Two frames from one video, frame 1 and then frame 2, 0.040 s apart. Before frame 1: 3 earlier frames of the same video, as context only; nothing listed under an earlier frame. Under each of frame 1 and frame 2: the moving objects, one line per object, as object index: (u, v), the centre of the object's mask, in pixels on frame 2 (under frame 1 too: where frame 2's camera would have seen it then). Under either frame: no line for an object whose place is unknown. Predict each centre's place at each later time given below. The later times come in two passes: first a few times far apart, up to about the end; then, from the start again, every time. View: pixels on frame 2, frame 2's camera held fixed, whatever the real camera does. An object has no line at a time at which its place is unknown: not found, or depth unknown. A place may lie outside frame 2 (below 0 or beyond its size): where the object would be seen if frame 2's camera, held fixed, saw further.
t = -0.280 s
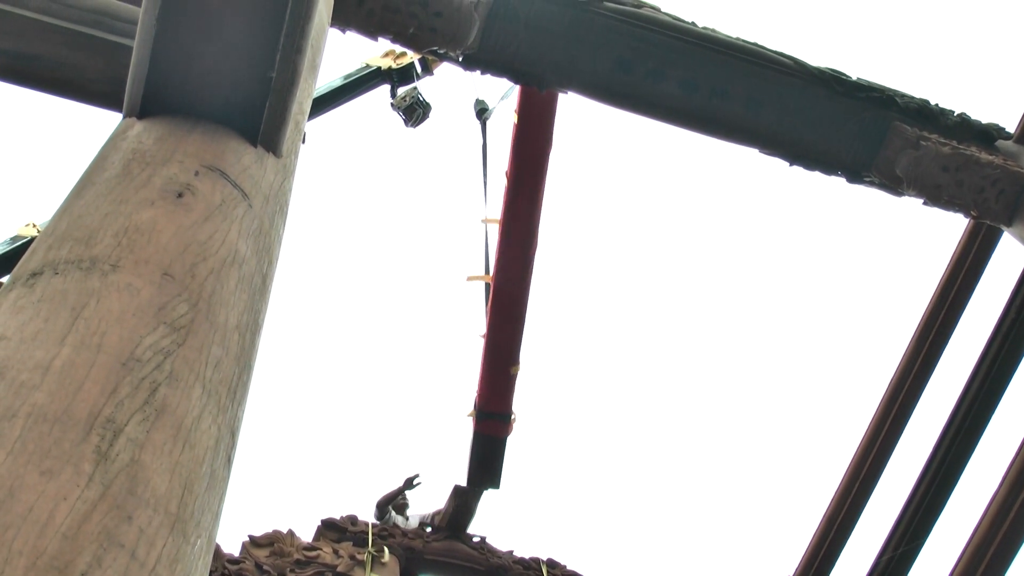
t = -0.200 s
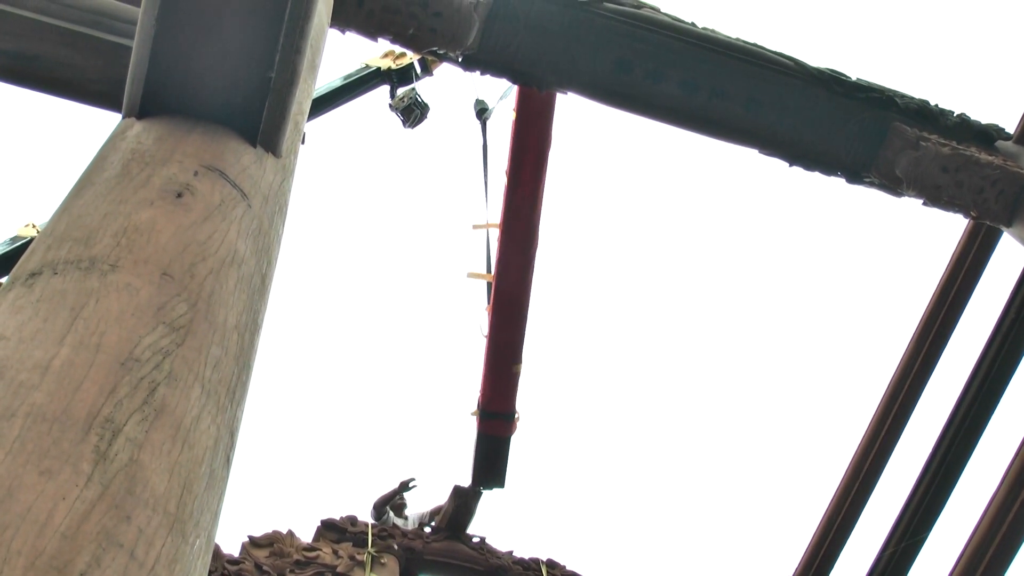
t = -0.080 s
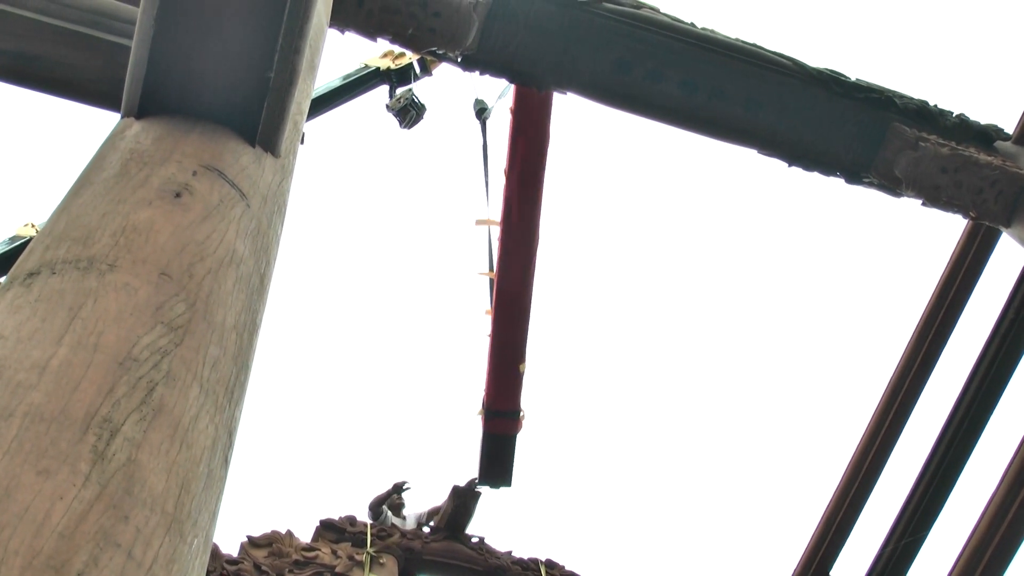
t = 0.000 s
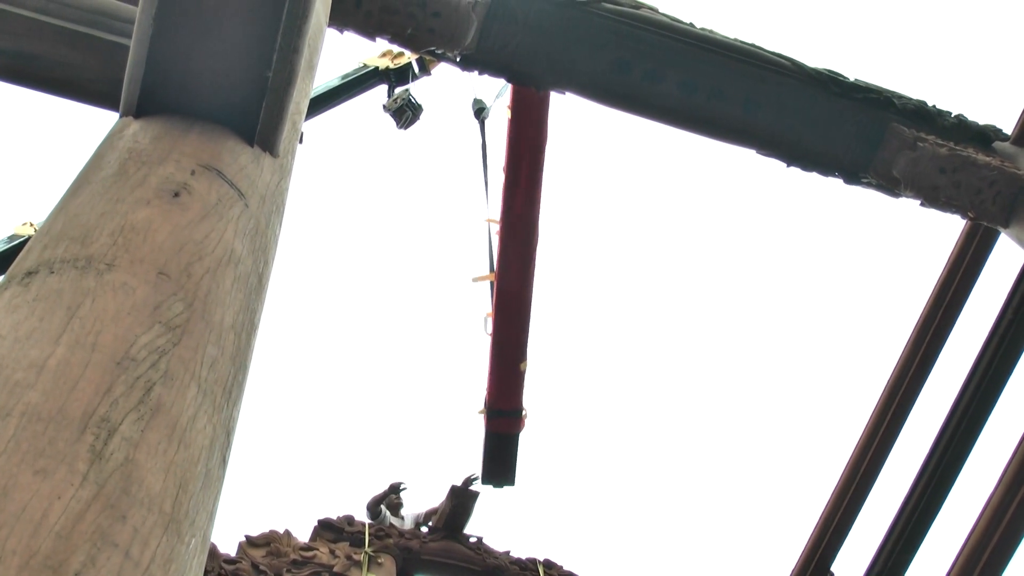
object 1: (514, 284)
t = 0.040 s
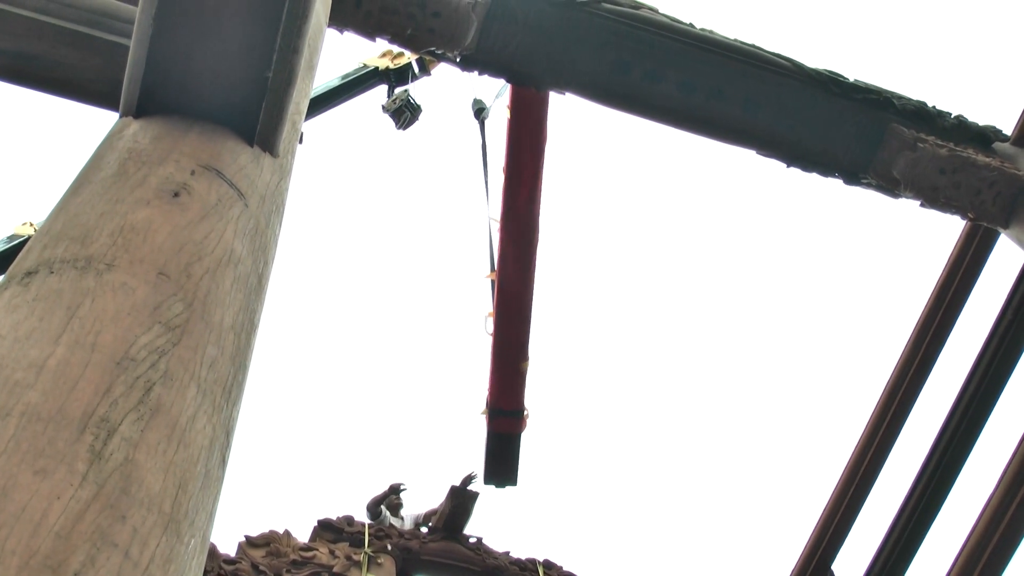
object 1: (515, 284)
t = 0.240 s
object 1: (519, 283)
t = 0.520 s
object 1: (523, 282)
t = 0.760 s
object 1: (525, 280)
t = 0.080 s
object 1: (516, 284)
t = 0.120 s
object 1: (516, 284)
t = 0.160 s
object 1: (517, 283)
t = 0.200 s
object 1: (518, 282)
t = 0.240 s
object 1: (519, 283)
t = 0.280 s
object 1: (519, 282)
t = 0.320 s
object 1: (520, 282)
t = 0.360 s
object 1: (521, 282)
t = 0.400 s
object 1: (521, 282)
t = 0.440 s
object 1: (522, 281)
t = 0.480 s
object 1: (522, 282)
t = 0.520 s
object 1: (523, 282)
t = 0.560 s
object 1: (523, 282)
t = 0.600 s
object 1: (524, 281)
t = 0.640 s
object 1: (524, 280)
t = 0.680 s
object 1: (524, 280)
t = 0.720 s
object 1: (525, 280)
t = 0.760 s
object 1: (525, 280)
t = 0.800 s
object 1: (525, 279)
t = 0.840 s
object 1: (525, 278)
